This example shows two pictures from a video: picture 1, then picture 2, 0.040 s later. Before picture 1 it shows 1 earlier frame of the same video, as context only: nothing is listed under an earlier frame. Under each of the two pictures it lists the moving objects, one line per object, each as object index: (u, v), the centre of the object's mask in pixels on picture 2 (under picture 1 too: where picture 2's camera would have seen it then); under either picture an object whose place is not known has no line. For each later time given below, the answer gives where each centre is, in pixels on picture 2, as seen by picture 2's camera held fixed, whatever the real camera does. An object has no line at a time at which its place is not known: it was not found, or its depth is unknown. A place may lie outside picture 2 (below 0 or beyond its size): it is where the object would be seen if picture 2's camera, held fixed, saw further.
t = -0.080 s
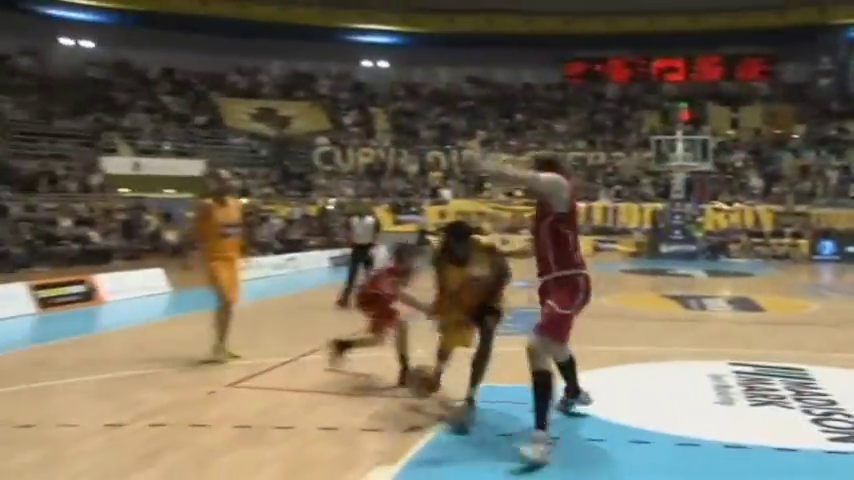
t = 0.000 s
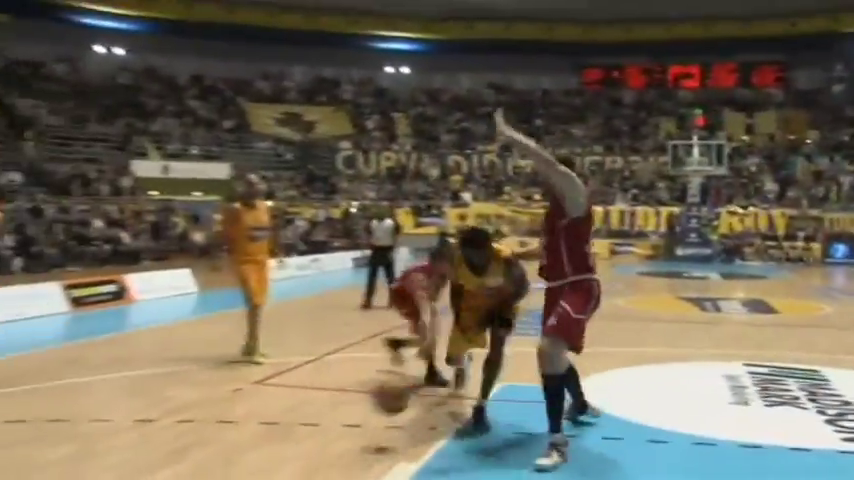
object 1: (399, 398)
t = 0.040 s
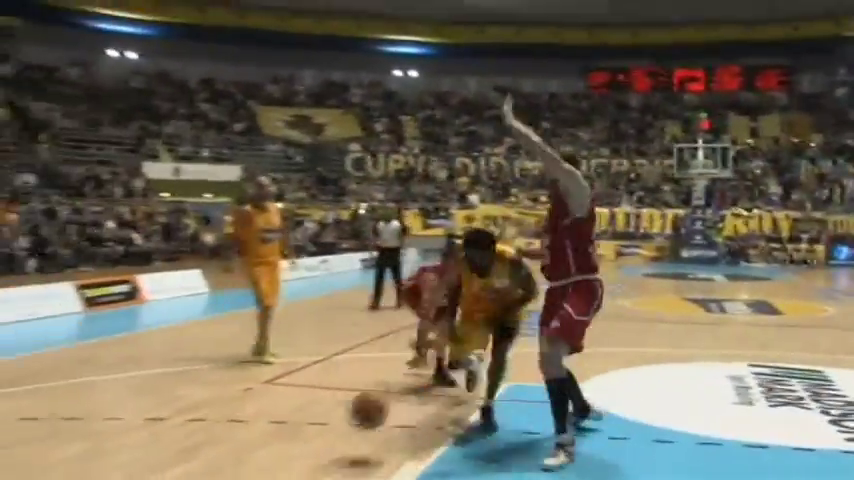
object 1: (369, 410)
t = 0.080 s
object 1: (334, 428)
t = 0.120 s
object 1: (295, 452)
